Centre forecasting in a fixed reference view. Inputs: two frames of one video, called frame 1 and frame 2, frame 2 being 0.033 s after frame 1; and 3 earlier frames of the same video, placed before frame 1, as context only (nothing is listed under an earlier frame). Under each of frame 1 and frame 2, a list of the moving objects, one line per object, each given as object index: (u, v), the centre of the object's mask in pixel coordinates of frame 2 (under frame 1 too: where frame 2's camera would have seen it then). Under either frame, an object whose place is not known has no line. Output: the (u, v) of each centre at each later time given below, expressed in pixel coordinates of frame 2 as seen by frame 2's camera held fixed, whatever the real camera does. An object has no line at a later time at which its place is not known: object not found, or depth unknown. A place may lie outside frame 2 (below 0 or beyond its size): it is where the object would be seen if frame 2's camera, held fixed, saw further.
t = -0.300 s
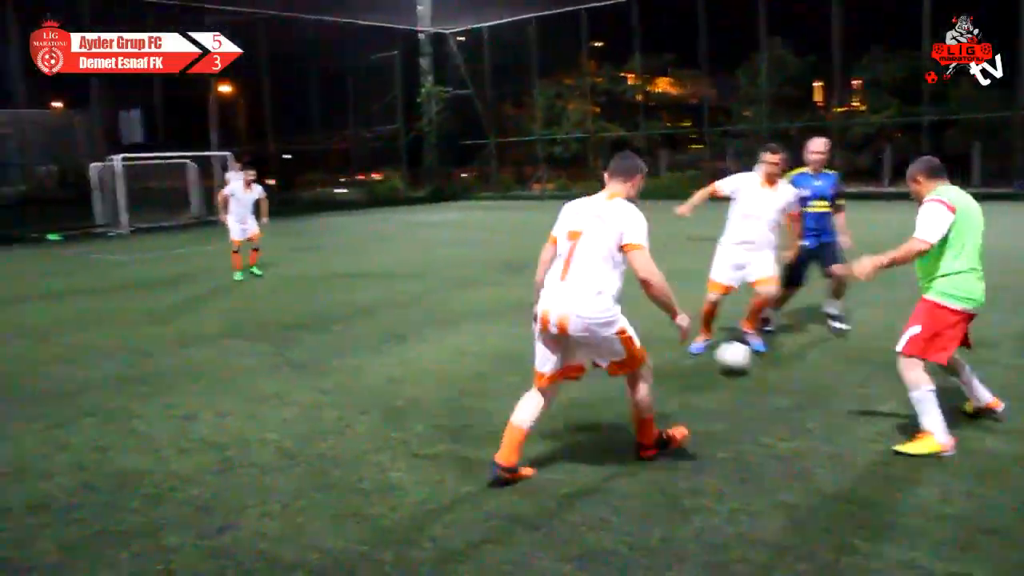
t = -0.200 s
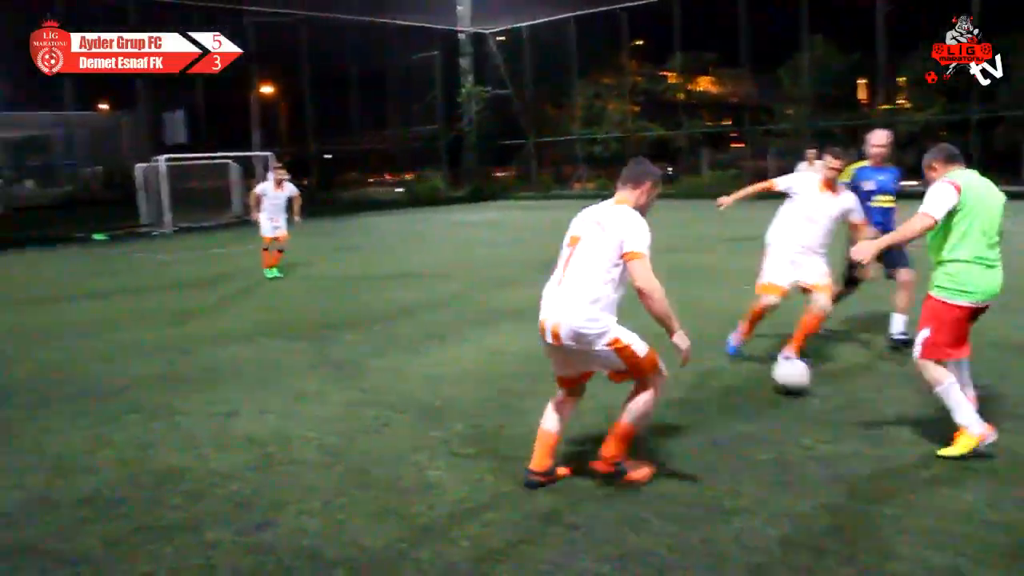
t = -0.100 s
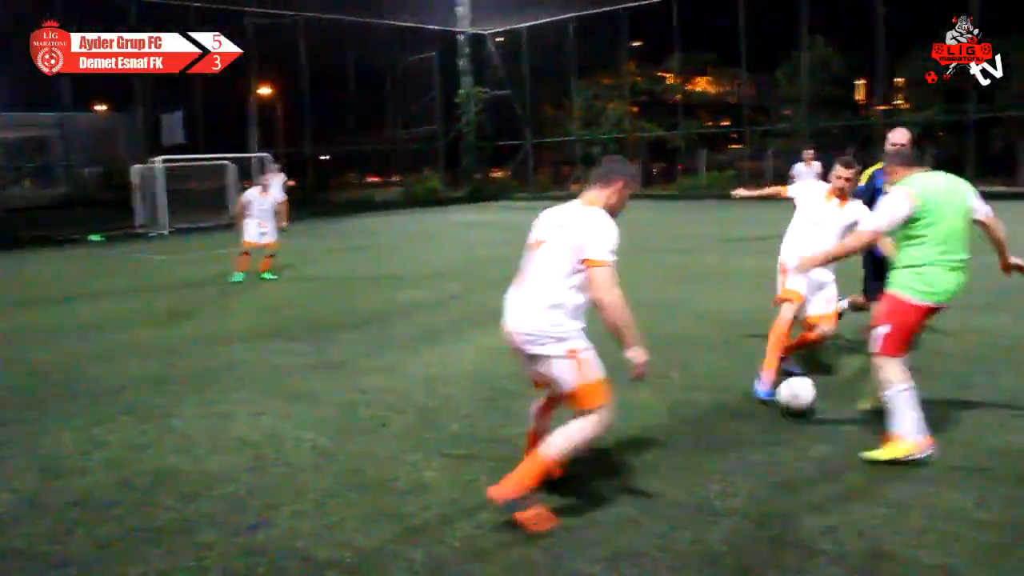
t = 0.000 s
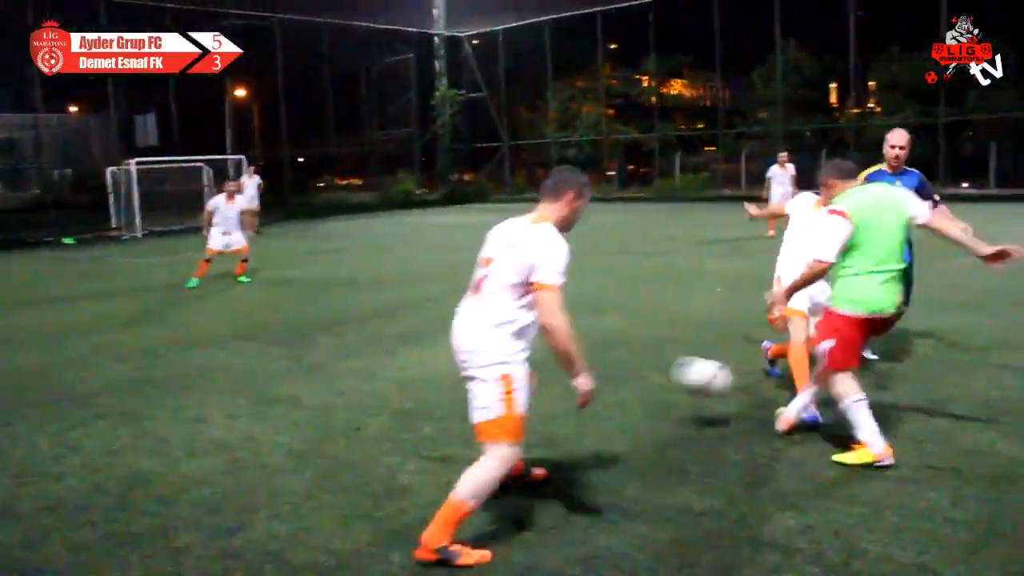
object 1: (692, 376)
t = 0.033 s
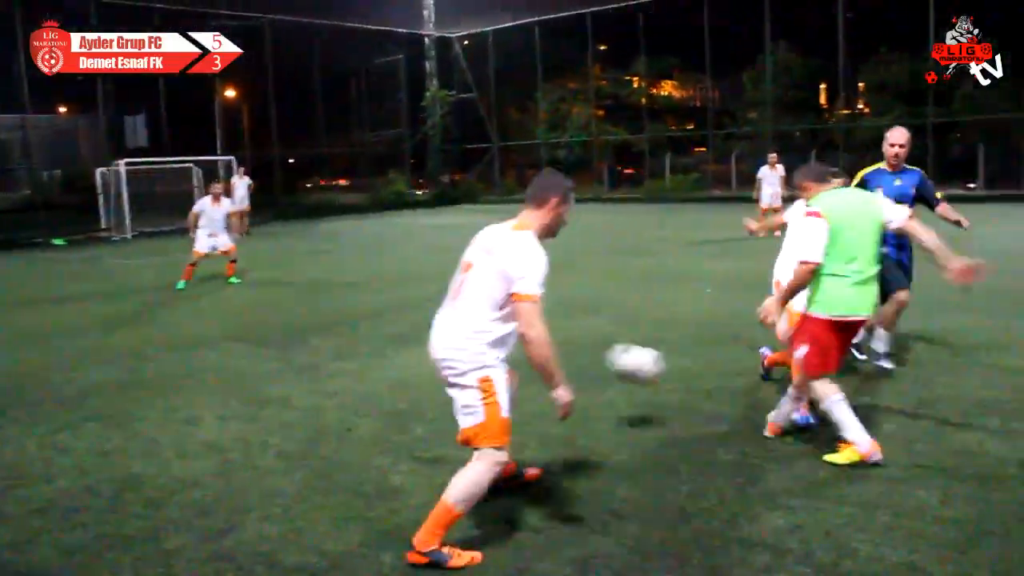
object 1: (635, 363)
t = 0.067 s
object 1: (607, 356)
